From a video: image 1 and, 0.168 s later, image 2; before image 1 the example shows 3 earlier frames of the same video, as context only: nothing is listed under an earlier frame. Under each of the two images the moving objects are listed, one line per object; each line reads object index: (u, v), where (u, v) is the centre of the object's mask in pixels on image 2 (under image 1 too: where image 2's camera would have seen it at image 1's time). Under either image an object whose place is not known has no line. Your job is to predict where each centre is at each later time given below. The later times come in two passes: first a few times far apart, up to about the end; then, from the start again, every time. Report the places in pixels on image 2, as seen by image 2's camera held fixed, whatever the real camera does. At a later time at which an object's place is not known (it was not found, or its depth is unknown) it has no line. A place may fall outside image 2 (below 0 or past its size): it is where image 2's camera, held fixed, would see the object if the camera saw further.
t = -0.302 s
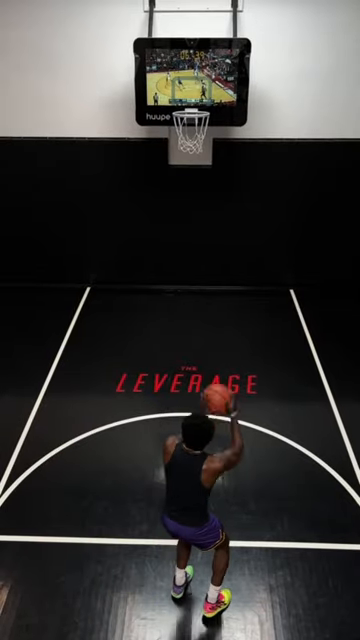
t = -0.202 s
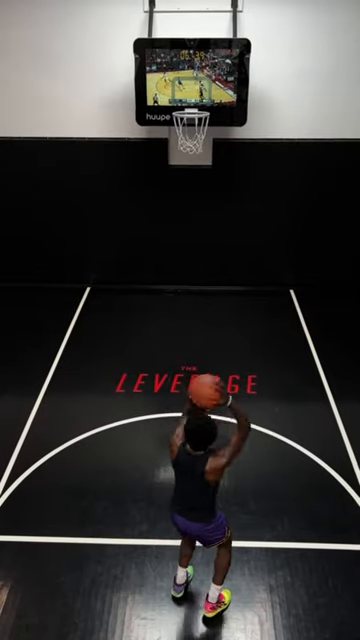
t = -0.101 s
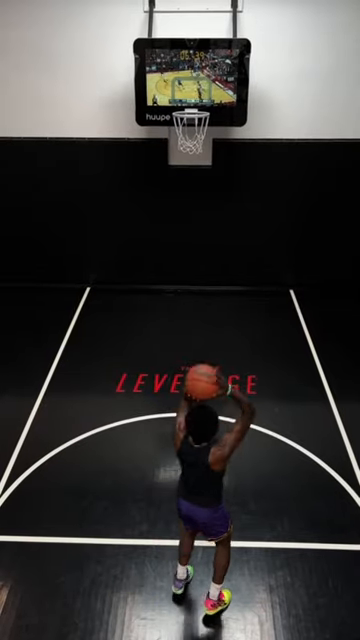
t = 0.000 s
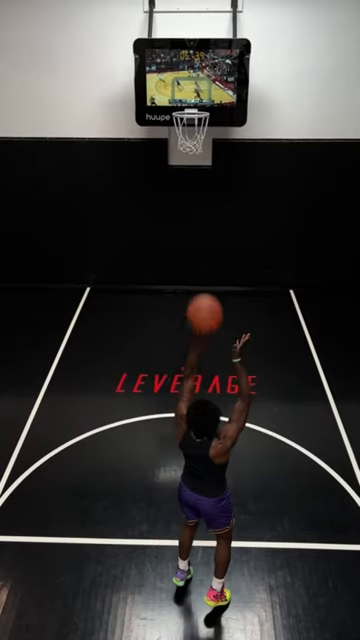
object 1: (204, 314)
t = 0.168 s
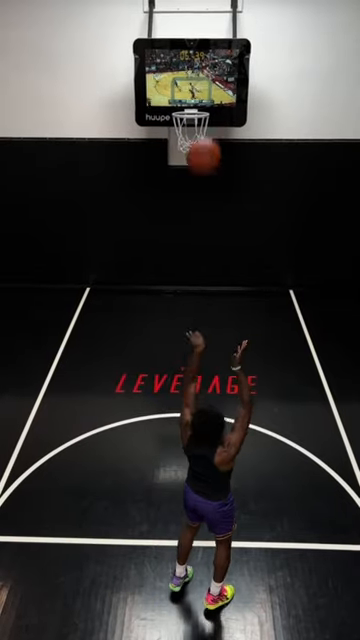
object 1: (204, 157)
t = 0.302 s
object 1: (202, 72)
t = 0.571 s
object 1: (199, 10)
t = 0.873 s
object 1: (195, 43)
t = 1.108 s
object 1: (192, 109)
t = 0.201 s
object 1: (203, 131)
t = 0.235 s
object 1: (203, 110)
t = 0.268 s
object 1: (202, 90)
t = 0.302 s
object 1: (202, 72)
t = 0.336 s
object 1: (201, 57)
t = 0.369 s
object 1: (201, 45)
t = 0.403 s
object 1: (201, 35)
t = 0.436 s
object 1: (200, 27)
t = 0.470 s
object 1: (200, 18)
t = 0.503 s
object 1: (199, 14)
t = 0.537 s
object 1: (199, 11)
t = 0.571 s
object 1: (199, 10)
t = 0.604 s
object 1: (198, 10)
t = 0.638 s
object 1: (197, 10)
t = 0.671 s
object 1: (197, 11)
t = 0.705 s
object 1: (197, 13)
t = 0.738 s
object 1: (196, 18)
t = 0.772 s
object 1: (196, 23)
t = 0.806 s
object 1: (195, 29)
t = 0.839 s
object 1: (195, 35)
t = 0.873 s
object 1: (195, 43)
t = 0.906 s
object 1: (194, 51)
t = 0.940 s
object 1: (194, 60)
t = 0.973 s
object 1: (193, 70)
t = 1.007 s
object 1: (193, 80)
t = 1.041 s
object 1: (192, 90)
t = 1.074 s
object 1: (192, 100)
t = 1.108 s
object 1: (192, 109)
